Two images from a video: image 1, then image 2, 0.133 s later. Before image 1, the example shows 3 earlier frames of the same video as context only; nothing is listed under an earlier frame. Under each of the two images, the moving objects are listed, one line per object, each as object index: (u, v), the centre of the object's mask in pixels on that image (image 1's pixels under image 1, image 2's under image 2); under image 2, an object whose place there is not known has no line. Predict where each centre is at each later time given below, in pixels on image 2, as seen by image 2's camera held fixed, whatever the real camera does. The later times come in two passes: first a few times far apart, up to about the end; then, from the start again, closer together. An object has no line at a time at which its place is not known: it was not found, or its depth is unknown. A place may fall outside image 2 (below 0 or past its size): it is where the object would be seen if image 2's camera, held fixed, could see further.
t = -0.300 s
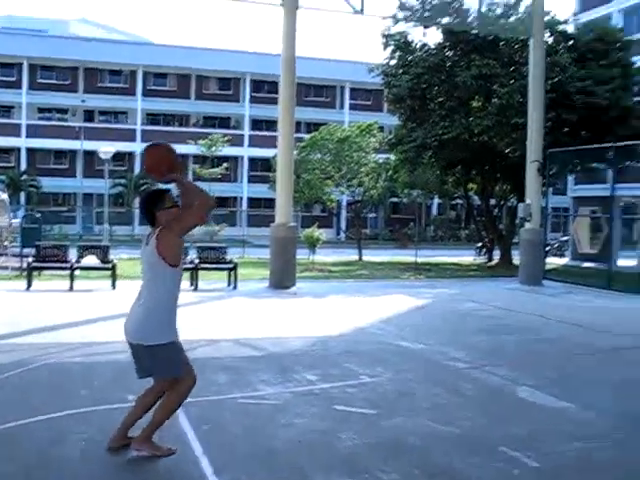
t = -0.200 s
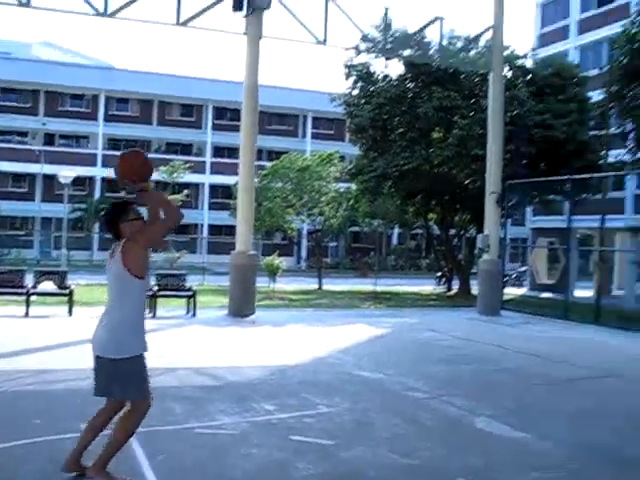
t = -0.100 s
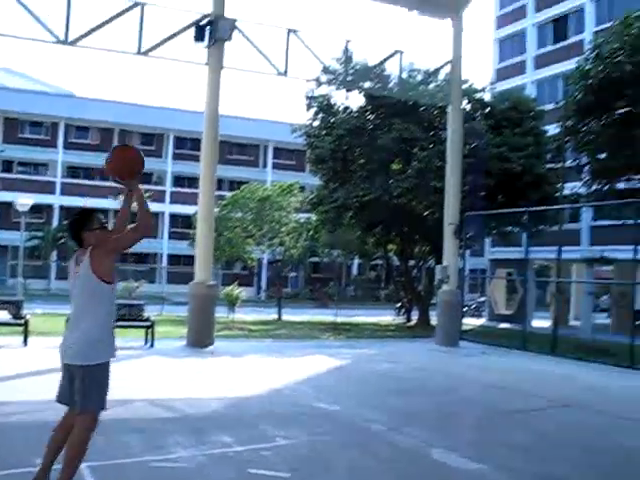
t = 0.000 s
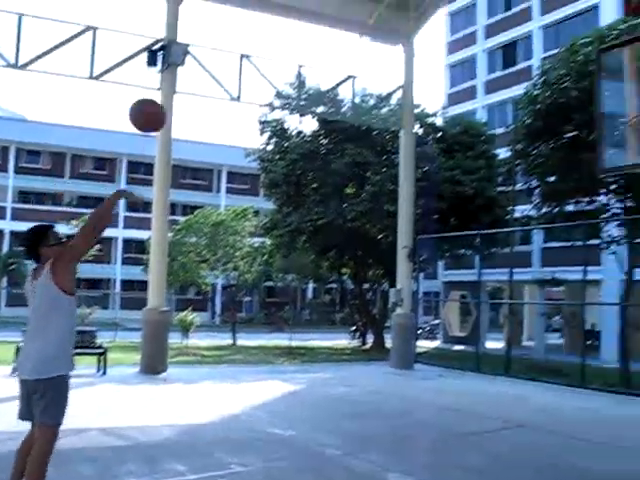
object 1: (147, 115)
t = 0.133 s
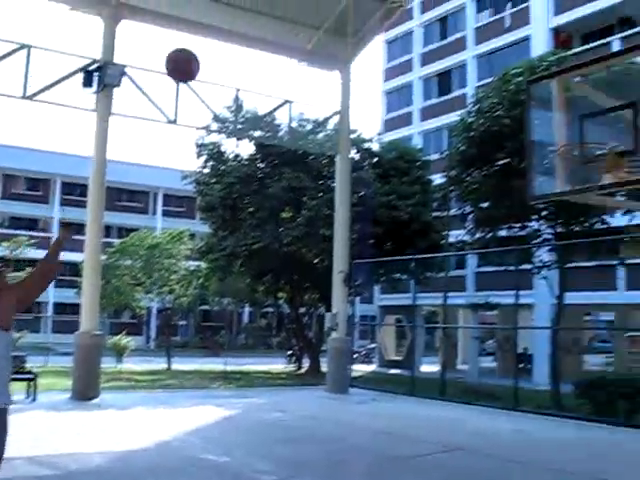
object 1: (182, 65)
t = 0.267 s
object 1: (272, 25)
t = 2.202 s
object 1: (362, 324)
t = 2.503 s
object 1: (297, 341)
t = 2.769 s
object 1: (236, 457)
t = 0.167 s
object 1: (205, 52)
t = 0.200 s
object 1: (228, 40)
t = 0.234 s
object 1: (250, 32)
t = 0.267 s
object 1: (272, 25)
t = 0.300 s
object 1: (292, 20)
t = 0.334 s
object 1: (311, 17)
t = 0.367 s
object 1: (330, 15)
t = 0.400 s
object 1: (348, 15)
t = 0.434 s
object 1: (365, 16)
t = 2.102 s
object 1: (383, 341)
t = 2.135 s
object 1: (376, 335)
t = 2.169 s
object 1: (370, 328)
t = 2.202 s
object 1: (362, 324)
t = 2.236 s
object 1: (356, 320)
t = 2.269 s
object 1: (349, 318)
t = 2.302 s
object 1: (342, 318)
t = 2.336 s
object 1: (334, 318)
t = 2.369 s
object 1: (327, 319)
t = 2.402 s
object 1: (320, 323)
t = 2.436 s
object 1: (311, 328)
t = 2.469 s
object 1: (305, 333)
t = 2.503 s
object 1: (297, 341)
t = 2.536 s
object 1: (289, 350)
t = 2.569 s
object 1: (282, 360)
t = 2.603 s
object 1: (275, 373)
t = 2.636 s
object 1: (267, 389)
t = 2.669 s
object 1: (260, 404)
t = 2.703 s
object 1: (252, 420)
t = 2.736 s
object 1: (244, 438)
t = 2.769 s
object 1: (236, 457)
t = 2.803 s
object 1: (228, 476)
